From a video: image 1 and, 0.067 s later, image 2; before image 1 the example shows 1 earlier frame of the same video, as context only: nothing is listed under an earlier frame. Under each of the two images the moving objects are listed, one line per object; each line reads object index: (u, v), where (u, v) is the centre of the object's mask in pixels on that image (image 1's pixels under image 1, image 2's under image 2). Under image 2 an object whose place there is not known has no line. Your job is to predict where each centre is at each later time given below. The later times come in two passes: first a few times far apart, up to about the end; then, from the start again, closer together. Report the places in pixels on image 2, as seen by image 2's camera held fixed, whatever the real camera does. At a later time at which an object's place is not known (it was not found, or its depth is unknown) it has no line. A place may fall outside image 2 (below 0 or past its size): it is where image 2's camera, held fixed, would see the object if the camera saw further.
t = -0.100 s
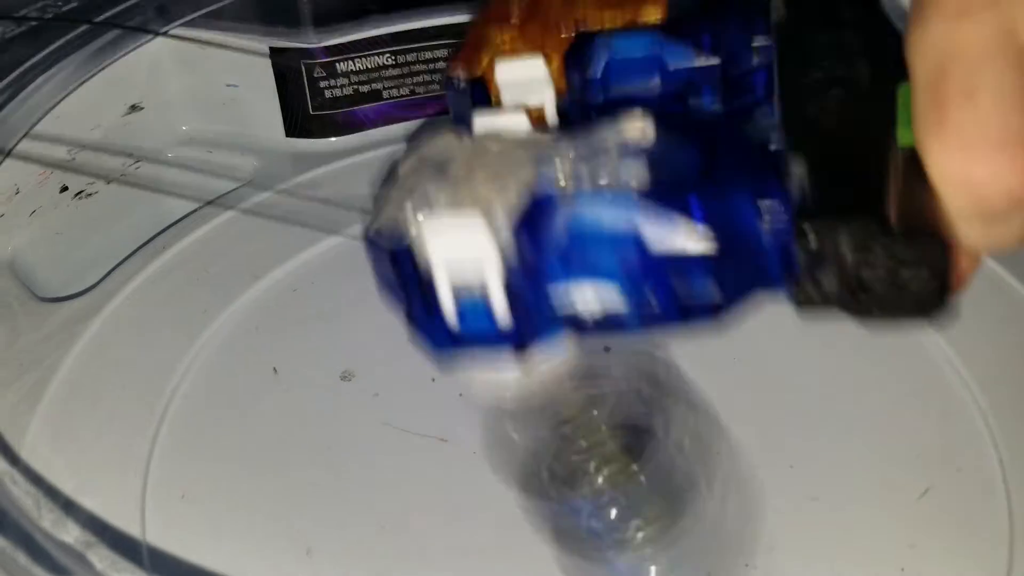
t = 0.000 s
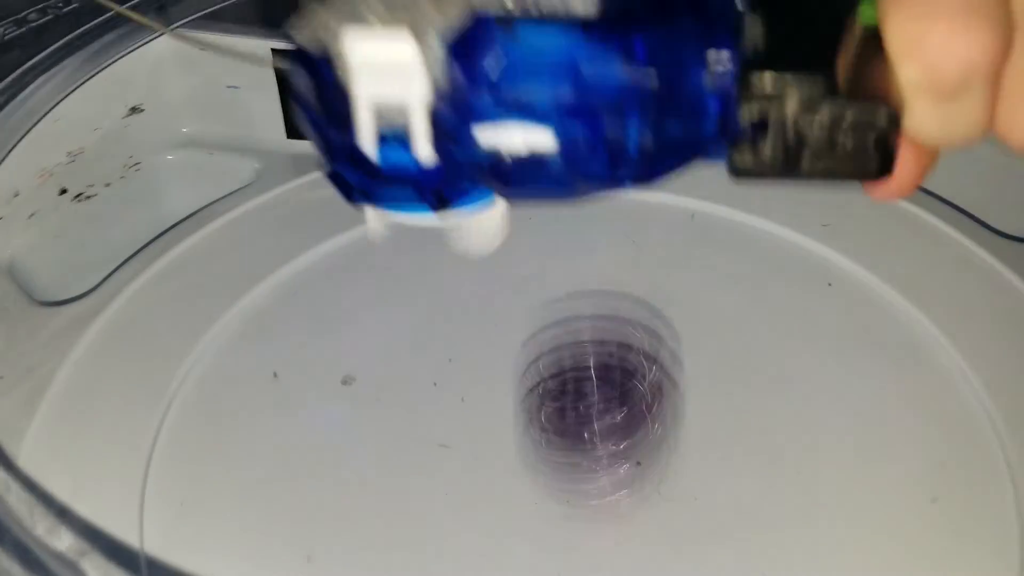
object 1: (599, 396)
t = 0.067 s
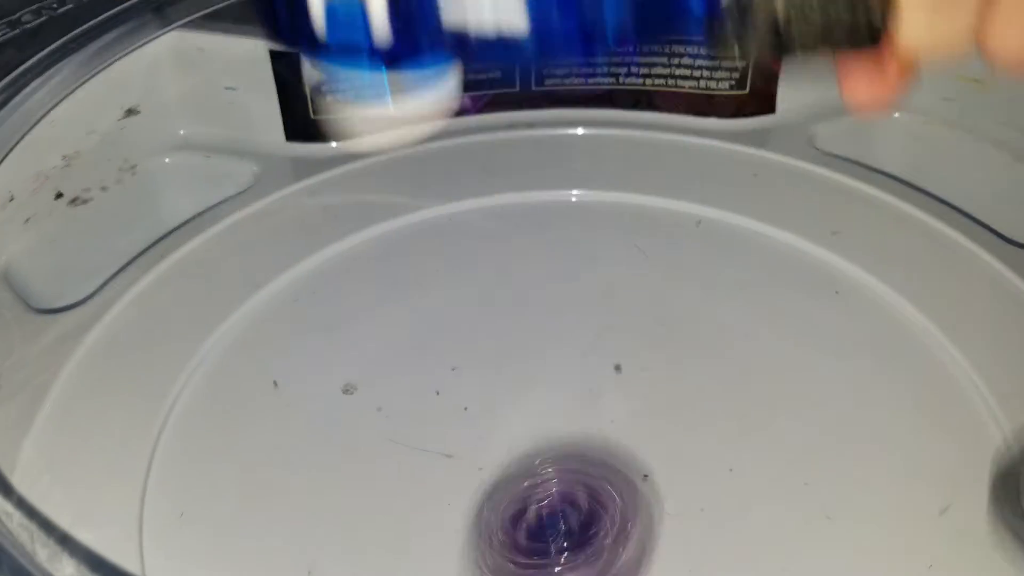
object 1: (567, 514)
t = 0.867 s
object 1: (411, 388)
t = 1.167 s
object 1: (198, 498)
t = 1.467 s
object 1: (523, 528)
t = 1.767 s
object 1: (546, 301)
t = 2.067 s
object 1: (342, 248)
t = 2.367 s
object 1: (406, 473)
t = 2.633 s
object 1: (805, 444)
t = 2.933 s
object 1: (712, 237)
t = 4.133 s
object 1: (687, 249)
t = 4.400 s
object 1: (285, 339)
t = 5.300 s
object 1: (711, 247)
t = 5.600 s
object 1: (305, 258)
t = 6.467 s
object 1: (879, 375)
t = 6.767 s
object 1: (572, 227)
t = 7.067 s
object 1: (245, 392)
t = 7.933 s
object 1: (794, 322)
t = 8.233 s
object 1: (450, 250)
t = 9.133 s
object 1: (855, 445)
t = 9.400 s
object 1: (676, 279)
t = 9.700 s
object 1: (426, 325)
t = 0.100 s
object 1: (538, 553)
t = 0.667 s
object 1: (591, 458)
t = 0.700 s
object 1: (573, 439)
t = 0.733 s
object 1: (547, 423)
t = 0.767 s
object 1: (518, 411)
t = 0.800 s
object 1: (487, 400)
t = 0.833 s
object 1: (449, 391)
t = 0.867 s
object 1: (411, 388)
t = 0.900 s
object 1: (372, 387)
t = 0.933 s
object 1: (331, 389)
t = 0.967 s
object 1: (291, 393)
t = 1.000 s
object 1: (253, 401)
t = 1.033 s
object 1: (213, 414)
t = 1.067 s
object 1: (179, 429)
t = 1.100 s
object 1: (162, 445)
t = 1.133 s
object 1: (177, 474)
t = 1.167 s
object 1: (198, 498)
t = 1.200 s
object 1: (224, 513)
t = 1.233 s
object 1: (255, 525)
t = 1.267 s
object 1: (289, 531)
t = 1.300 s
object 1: (325, 538)
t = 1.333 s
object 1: (365, 541)
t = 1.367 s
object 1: (405, 540)
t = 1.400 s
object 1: (448, 539)
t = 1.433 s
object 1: (486, 534)
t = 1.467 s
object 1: (523, 528)
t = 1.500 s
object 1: (552, 517)
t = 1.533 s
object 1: (577, 500)
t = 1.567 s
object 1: (590, 471)
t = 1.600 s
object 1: (594, 439)
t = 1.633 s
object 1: (592, 409)
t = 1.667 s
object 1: (587, 380)
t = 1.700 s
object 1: (577, 351)
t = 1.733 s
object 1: (564, 326)
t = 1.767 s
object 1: (546, 301)
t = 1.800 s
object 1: (525, 281)
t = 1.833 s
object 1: (504, 264)
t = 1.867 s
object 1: (482, 251)
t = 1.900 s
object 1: (457, 240)
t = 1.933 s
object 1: (432, 233)
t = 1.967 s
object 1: (406, 231)
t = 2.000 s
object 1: (382, 233)
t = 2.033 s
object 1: (361, 238)
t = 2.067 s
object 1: (342, 248)
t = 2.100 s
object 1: (327, 260)
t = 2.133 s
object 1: (315, 277)
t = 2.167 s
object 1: (307, 297)
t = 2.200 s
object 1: (306, 321)
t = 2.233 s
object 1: (310, 348)
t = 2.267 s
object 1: (320, 378)
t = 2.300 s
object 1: (340, 412)
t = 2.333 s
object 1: (368, 444)
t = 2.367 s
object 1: (406, 473)
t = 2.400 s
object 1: (457, 495)
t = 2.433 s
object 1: (511, 506)
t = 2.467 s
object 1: (570, 512)
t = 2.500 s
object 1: (628, 512)
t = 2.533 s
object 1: (686, 507)
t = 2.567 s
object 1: (735, 495)
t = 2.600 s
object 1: (774, 472)
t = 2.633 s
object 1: (805, 444)
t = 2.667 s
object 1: (825, 413)
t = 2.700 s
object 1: (837, 383)
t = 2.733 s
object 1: (839, 353)
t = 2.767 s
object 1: (829, 324)
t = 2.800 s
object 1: (814, 297)
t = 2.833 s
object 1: (792, 275)
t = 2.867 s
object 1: (768, 257)
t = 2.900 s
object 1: (741, 245)
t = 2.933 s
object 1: (712, 237)
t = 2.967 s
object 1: (683, 233)
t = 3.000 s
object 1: (652, 234)
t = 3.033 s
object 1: (620, 239)
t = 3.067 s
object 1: (585, 248)
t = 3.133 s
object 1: (519, 283)
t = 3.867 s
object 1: (968, 437)
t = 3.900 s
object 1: (959, 400)
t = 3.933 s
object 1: (941, 364)
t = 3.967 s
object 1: (910, 334)
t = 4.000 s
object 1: (874, 310)
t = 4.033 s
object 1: (830, 289)
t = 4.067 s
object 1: (783, 272)
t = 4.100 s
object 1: (736, 258)
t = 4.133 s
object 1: (687, 249)
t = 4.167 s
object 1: (636, 243)
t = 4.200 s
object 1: (583, 242)
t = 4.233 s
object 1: (531, 245)
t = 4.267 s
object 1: (480, 253)
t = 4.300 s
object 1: (429, 265)
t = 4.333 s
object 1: (379, 282)
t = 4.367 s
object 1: (329, 307)
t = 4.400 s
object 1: (285, 339)
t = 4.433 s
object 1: (245, 379)
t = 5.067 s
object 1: (912, 473)
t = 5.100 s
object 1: (902, 434)
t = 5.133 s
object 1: (885, 395)
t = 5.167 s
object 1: (860, 359)
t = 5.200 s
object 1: (829, 325)
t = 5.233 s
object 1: (794, 295)
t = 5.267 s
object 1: (755, 269)
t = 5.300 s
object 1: (711, 247)
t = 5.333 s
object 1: (664, 231)
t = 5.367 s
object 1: (616, 218)
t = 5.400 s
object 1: (566, 212)
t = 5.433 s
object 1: (518, 210)
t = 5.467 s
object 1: (472, 212)
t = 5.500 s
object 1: (427, 218)
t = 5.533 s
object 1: (384, 227)
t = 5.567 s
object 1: (344, 241)
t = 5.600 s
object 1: (305, 258)
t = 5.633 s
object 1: (272, 280)
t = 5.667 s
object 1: (243, 305)
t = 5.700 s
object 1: (219, 334)
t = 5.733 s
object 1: (200, 367)
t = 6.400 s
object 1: (900, 447)
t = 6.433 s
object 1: (894, 409)
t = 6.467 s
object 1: (879, 375)
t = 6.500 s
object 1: (860, 343)
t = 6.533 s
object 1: (835, 314)
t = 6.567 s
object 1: (806, 290)
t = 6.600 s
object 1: (772, 270)
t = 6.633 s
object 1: (735, 254)
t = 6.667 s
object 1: (695, 242)
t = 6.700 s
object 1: (656, 234)
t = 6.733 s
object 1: (614, 228)
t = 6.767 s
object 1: (572, 227)
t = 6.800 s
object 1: (533, 229)
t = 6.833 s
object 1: (491, 235)
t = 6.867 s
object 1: (450, 244)
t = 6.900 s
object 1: (411, 256)
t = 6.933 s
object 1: (373, 272)
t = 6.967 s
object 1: (336, 294)
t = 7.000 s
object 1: (302, 322)
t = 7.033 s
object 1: (271, 354)
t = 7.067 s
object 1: (245, 392)
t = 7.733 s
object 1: (905, 515)
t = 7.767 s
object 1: (901, 481)
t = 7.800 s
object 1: (890, 444)
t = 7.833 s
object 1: (875, 410)
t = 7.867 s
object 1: (851, 378)
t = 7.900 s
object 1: (825, 348)
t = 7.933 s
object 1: (794, 322)
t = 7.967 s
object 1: (762, 299)
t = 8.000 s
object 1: (725, 280)
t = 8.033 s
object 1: (687, 264)
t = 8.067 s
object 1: (646, 253)
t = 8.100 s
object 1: (607, 245)
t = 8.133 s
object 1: (567, 241)
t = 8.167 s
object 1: (527, 240)
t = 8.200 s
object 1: (488, 243)
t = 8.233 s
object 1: (450, 250)
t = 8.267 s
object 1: (411, 260)
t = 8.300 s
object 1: (377, 273)
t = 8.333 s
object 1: (344, 292)
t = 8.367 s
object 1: (313, 314)
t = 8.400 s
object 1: (290, 339)
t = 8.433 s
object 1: (267, 369)
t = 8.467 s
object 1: (253, 403)
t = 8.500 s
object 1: (244, 438)
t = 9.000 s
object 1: (819, 542)
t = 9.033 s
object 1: (839, 527)
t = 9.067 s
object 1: (852, 509)
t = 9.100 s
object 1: (857, 475)
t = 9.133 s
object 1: (855, 445)
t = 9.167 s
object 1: (847, 415)
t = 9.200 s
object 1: (833, 386)
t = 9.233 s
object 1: (814, 359)
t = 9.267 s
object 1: (792, 337)
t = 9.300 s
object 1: (765, 317)
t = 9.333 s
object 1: (736, 302)
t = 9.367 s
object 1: (707, 289)
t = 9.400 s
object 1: (676, 279)
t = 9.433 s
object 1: (647, 274)
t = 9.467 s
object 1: (617, 271)
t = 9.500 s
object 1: (585, 272)
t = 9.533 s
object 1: (555, 275)
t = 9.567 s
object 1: (528, 280)
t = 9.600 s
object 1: (499, 289)
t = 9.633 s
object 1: (473, 299)
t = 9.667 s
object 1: (448, 310)
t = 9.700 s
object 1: (426, 325)
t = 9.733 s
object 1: (406, 342)
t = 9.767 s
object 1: (388, 360)
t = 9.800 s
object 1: (376, 381)
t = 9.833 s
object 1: (368, 403)
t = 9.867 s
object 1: (365, 427)
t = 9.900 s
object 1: (366, 451)
